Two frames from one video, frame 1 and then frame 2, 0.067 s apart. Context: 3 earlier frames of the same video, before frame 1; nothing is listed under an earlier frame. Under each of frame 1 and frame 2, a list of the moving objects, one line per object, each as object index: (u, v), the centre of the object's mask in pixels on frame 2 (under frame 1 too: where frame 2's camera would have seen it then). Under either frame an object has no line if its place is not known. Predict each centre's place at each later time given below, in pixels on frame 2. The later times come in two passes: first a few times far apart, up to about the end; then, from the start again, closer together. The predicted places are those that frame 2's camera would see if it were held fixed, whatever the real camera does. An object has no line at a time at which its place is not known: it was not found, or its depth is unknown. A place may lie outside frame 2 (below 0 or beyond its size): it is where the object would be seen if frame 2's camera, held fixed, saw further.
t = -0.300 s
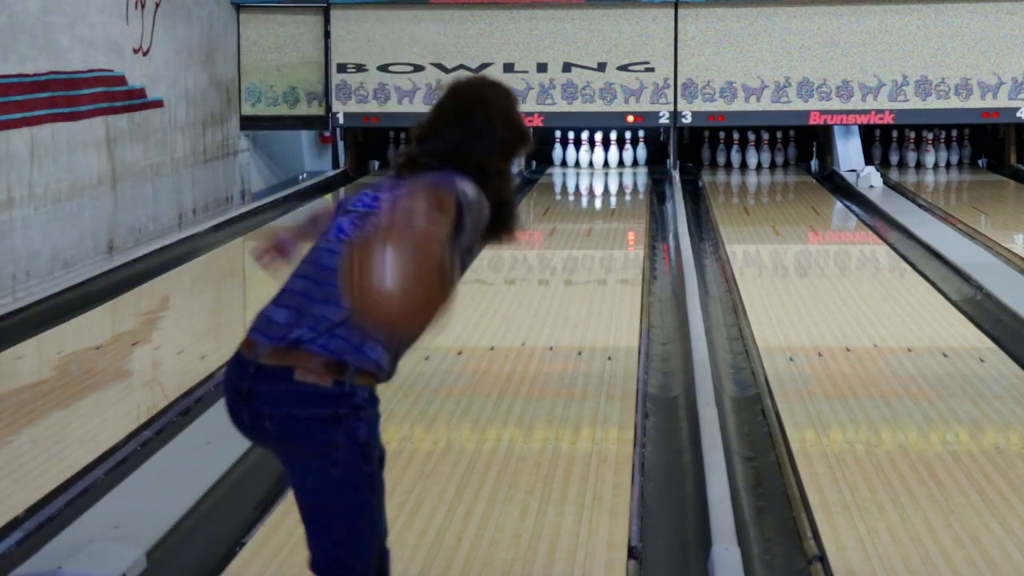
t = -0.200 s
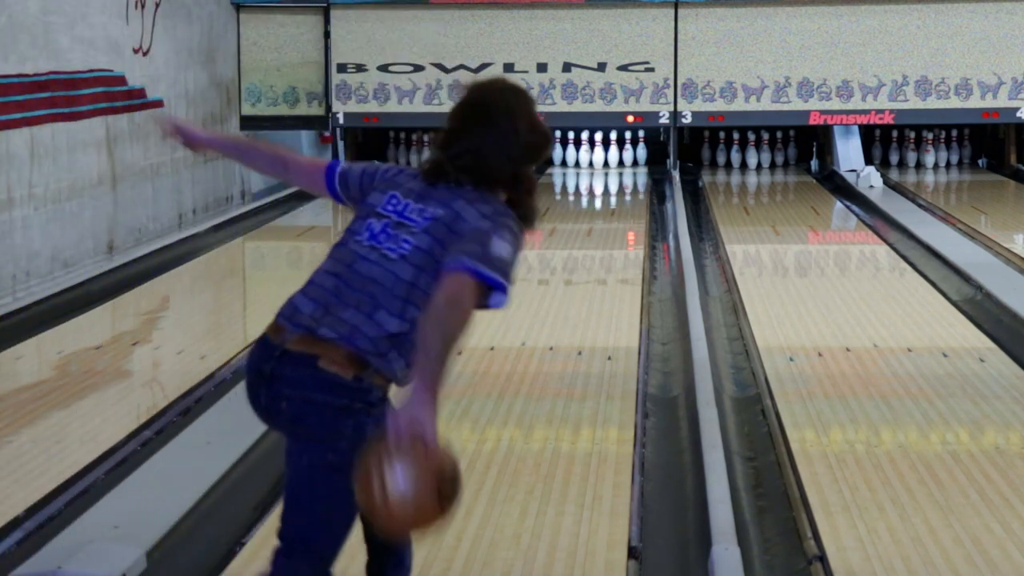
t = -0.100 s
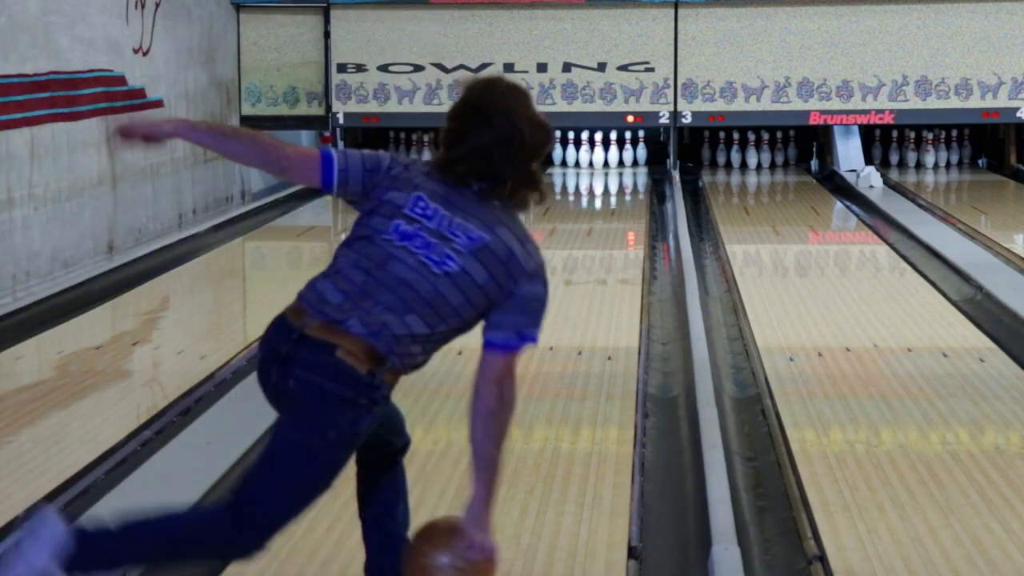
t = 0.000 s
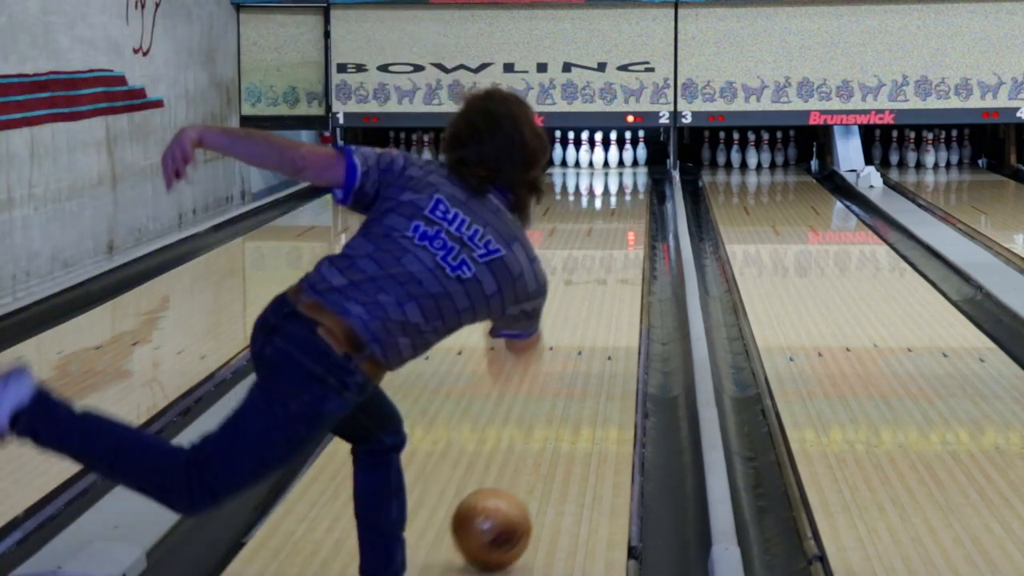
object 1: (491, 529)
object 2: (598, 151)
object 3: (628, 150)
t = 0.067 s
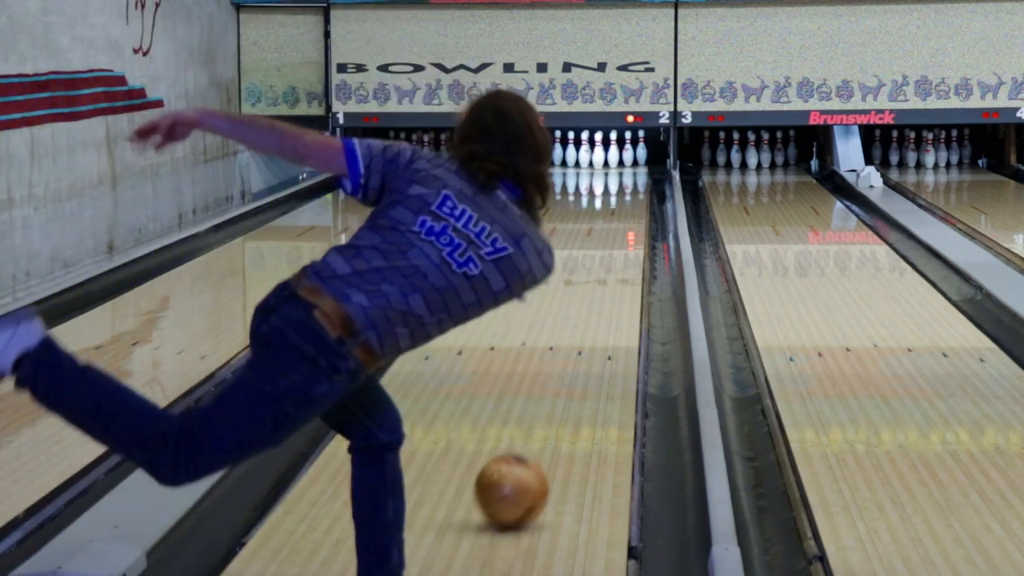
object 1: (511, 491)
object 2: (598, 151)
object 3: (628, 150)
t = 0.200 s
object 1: (542, 429)
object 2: (598, 151)
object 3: (628, 150)
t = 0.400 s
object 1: (578, 368)
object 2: (598, 151)
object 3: (628, 150)
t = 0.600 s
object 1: (597, 315)
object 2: (598, 151)
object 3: (628, 150)
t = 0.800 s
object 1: (612, 280)
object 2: (598, 151)
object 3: (628, 150)
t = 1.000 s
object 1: (622, 253)
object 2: (598, 151)
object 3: (628, 150)
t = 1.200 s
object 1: (630, 231)
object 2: (598, 151)
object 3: (628, 150)
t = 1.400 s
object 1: (633, 214)
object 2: (598, 151)
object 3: (628, 150)
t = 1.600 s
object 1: (632, 201)
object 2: (598, 151)
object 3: (628, 150)
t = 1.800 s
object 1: (629, 189)
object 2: (598, 151)
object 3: (628, 149)
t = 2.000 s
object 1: (625, 179)
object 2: (598, 151)
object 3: (628, 149)
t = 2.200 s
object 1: (618, 171)
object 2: (598, 151)
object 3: (628, 149)
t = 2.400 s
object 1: (608, 164)
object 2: (598, 149)
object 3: (628, 150)
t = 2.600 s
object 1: (601, 158)
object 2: (598, 140)
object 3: (629, 148)
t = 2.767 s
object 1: (596, 156)
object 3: (645, 142)
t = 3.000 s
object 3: (638, 154)
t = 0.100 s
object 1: (520, 474)
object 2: (598, 151)
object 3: (628, 150)
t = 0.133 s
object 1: (528, 458)
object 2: (598, 151)
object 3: (628, 150)
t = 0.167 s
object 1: (536, 443)
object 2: (598, 151)
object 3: (628, 150)
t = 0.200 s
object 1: (542, 429)
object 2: (598, 151)
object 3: (628, 150)
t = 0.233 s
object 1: (549, 416)
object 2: (598, 151)
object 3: (628, 150)
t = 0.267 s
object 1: (555, 404)
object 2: (599, 149)
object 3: (628, 150)
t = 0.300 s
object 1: (560, 393)
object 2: (598, 151)
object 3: (628, 150)
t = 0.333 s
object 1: (566, 382)
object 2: (598, 151)
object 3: (628, 150)
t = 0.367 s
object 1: (571, 372)
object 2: (598, 151)
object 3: (628, 150)
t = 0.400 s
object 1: (578, 368)
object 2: (598, 151)
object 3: (628, 150)
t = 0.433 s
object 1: (583, 355)
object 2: (598, 151)
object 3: (628, 150)
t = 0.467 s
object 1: (583, 346)
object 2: (598, 151)
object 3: (628, 150)
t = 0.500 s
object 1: (587, 337)
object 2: (598, 151)
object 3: (628, 150)
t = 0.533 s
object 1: (591, 330)
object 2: (598, 151)
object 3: (628, 150)
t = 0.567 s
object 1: (594, 322)
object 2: (598, 151)
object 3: (628, 150)
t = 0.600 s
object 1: (597, 315)
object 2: (598, 151)
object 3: (628, 150)
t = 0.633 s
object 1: (600, 309)
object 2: (598, 151)
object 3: (628, 150)
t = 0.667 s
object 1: (603, 303)
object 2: (598, 151)
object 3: (628, 150)
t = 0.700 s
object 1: (606, 297)
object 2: (598, 151)
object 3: (628, 150)
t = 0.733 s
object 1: (608, 291)
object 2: (598, 151)
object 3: (628, 150)
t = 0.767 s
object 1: (610, 286)
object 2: (598, 151)
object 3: (628, 150)
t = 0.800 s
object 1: (612, 280)
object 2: (598, 151)
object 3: (628, 150)
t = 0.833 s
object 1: (615, 275)
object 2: (598, 151)
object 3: (628, 150)
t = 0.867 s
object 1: (616, 270)
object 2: (598, 151)
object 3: (628, 150)
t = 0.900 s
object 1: (618, 265)
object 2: (598, 151)
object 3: (628, 150)
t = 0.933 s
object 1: (620, 261)
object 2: (598, 151)
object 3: (628, 150)
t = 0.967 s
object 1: (621, 257)
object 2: (598, 151)
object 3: (628, 150)
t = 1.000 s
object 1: (622, 253)
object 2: (598, 151)
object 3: (628, 150)
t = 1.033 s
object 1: (624, 248)
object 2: (598, 151)
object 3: (628, 150)
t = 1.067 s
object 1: (625, 245)
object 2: (598, 151)
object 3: (628, 150)
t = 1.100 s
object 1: (626, 241)
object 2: (598, 151)
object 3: (628, 150)
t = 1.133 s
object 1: (627, 238)
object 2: (598, 151)
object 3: (628, 150)
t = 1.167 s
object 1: (629, 234)
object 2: (598, 151)
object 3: (628, 150)
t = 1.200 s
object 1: (630, 231)
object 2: (598, 151)
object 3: (628, 150)
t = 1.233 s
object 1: (630, 229)
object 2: (598, 151)
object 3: (628, 150)
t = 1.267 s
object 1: (631, 225)
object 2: (598, 151)
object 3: (628, 150)
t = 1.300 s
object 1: (632, 223)
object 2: (598, 151)
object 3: (628, 150)
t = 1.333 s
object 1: (632, 220)
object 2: (598, 151)
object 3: (628, 150)
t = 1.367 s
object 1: (632, 217)
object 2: (598, 151)
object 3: (628, 150)
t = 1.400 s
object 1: (633, 214)
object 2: (598, 151)
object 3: (628, 150)
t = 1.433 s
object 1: (633, 212)
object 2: (598, 151)
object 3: (628, 150)
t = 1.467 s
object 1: (633, 210)
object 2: (598, 151)
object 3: (628, 150)
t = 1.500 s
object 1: (632, 207)
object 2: (598, 151)
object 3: (628, 150)
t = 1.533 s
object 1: (632, 205)
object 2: (598, 151)
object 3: (628, 150)
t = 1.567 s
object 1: (632, 203)
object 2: (598, 151)
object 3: (628, 149)
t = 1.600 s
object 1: (632, 201)
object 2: (598, 151)
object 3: (628, 150)
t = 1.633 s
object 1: (632, 199)
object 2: (598, 151)
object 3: (628, 150)
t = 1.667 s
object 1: (631, 197)
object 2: (598, 151)
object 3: (628, 150)
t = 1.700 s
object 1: (631, 195)
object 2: (598, 151)
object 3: (628, 150)
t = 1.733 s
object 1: (631, 193)
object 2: (598, 151)
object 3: (628, 149)
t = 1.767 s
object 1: (630, 191)
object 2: (598, 151)
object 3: (628, 150)
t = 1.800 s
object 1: (629, 189)
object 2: (598, 151)
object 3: (628, 149)
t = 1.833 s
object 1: (629, 187)
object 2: (598, 151)
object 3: (628, 150)
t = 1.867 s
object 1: (628, 186)
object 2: (598, 151)
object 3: (628, 149)
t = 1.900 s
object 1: (627, 184)
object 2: (598, 151)
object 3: (628, 150)
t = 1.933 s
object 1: (627, 182)
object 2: (598, 151)
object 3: (628, 150)
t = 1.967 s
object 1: (626, 181)
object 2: (598, 151)
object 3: (628, 149)
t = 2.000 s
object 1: (625, 179)
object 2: (598, 151)
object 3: (628, 149)
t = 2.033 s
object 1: (624, 178)
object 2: (598, 151)
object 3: (628, 149)
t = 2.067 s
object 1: (623, 177)
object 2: (598, 151)
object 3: (628, 149)
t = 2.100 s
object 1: (621, 175)
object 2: (598, 151)
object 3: (628, 149)
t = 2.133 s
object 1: (620, 173)
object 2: (598, 151)
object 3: (628, 149)
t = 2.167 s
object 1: (619, 172)
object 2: (598, 151)
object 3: (628, 149)
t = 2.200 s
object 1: (618, 171)
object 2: (598, 151)
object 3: (628, 149)
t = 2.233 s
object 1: (616, 170)
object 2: (598, 151)
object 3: (628, 149)
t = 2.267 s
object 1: (615, 168)
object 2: (598, 151)
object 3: (628, 149)
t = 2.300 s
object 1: (614, 167)
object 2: (598, 151)
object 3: (628, 149)
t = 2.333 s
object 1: (612, 166)
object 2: (598, 150)
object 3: (628, 150)
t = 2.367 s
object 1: (610, 165)
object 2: (598, 149)
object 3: (628, 150)
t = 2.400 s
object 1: (608, 164)
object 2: (598, 149)
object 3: (628, 150)
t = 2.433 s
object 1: (607, 163)
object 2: (597, 148)
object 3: (628, 150)
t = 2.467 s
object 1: (605, 162)
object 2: (597, 146)
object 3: (628, 149)
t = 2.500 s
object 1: (603, 160)
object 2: (597, 145)
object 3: (628, 149)
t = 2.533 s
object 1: (603, 159)
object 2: (592, 149)
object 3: (628, 149)
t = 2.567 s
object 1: (603, 158)
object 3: (628, 150)
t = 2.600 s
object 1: (601, 158)
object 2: (598, 140)
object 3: (629, 148)
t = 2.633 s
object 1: (600, 158)
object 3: (631, 148)
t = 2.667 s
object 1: (600, 157)
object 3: (635, 148)
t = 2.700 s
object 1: (599, 157)
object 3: (638, 145)
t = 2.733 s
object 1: (597, 156)
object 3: (641, 143)
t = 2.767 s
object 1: (596, 156)
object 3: (645, 142)
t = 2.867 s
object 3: (654, 148)
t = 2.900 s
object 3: (656, 150)
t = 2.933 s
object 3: (655, 153)
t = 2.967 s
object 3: (639, 155)
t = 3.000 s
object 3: (638, 154)
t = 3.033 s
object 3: (639, 150)
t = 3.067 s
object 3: (639, 158)
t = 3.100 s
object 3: (638, 153)
